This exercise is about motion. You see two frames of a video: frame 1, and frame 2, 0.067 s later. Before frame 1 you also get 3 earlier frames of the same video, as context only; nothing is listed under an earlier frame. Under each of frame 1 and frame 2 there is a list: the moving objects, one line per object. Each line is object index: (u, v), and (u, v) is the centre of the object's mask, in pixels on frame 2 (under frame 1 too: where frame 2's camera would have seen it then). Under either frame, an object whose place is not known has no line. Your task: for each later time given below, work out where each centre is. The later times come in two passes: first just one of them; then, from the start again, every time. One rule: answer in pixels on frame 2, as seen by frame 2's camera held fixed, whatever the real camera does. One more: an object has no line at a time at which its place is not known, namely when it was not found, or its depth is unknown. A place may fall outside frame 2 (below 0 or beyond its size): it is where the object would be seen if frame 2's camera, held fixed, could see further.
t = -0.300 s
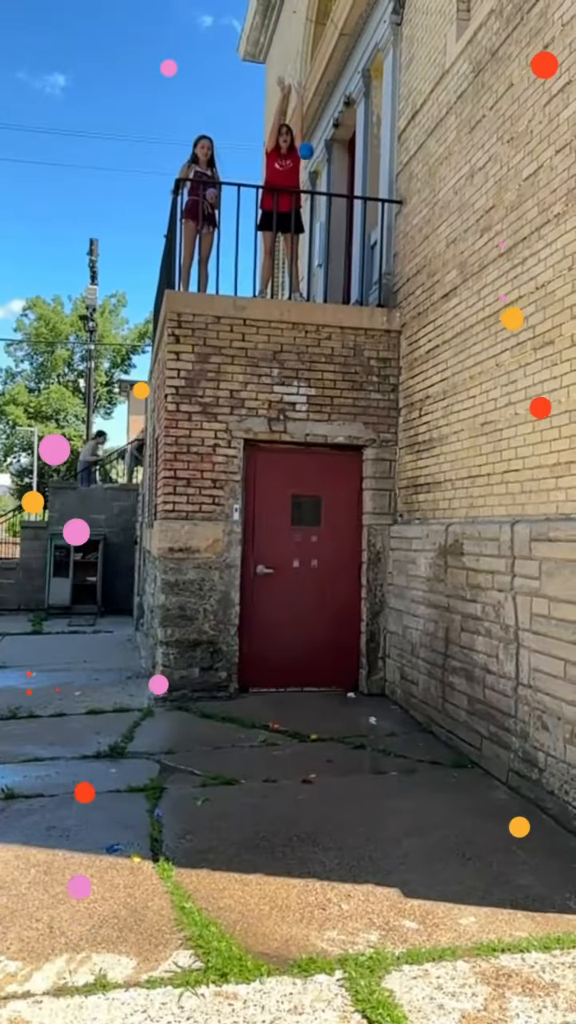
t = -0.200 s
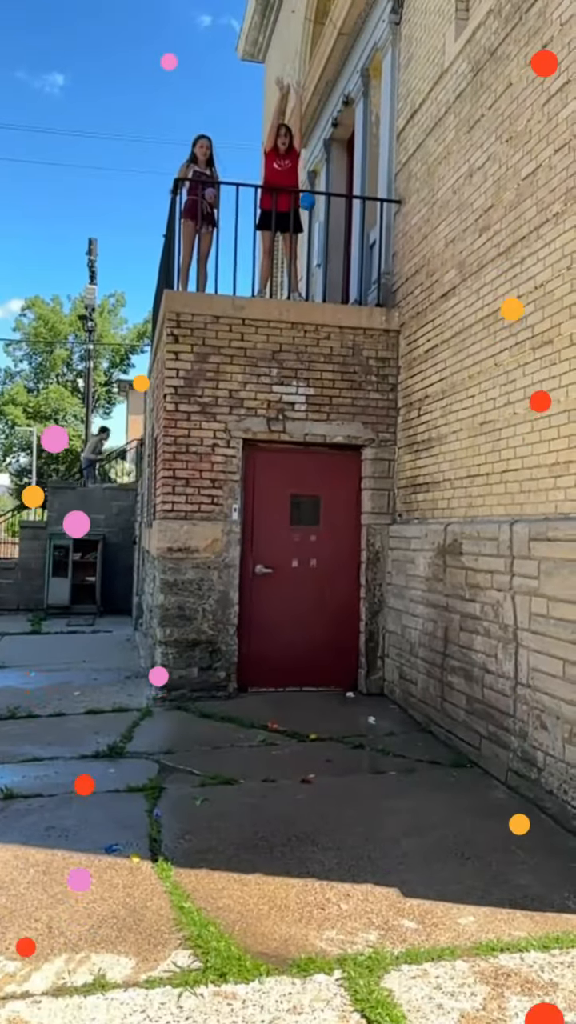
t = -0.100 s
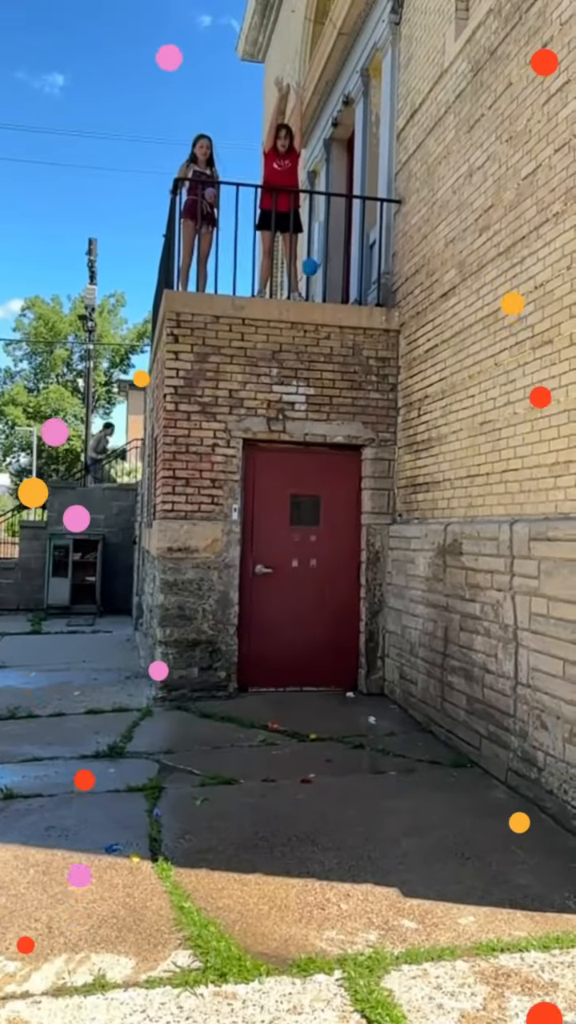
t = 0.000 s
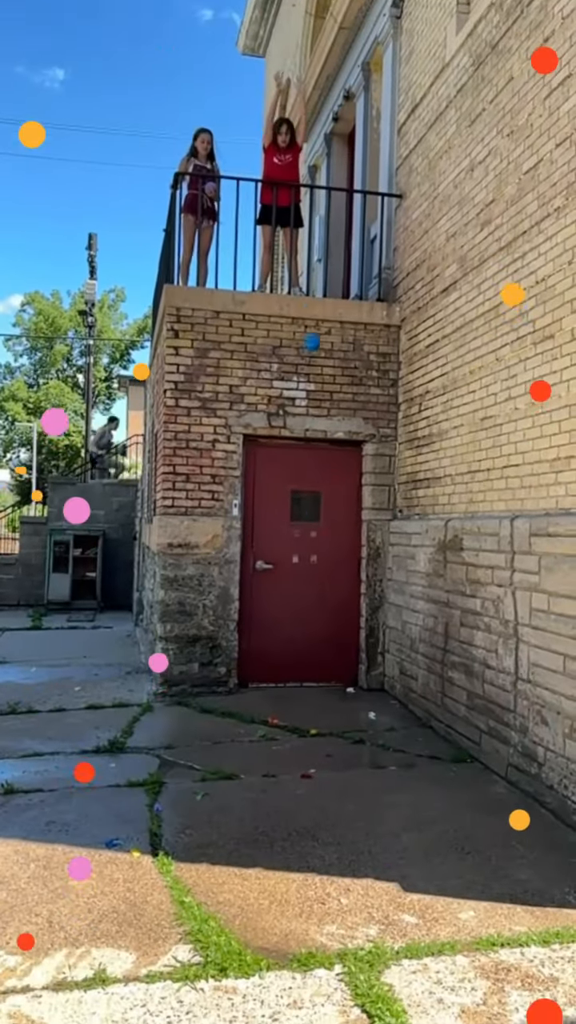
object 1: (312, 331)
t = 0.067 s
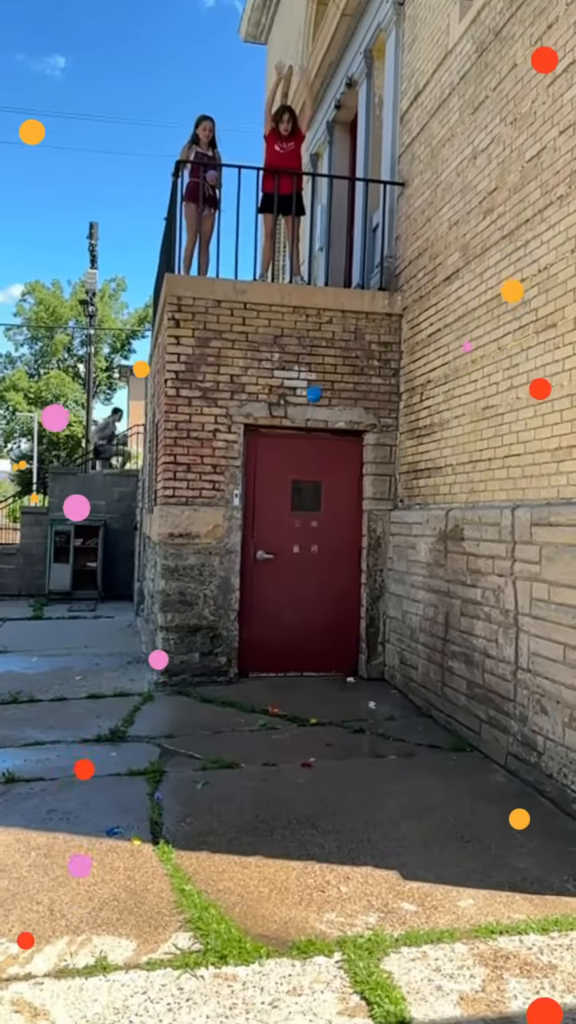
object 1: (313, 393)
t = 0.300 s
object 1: (316, 667)
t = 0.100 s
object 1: (314, 428)
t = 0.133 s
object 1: (314, 463)
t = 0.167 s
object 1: (315, 499)
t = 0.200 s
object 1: (315, 539)
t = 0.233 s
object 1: (316, 580)
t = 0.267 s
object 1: (316, 623)
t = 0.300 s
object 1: (316, 667)
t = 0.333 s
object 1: (317, 716)
